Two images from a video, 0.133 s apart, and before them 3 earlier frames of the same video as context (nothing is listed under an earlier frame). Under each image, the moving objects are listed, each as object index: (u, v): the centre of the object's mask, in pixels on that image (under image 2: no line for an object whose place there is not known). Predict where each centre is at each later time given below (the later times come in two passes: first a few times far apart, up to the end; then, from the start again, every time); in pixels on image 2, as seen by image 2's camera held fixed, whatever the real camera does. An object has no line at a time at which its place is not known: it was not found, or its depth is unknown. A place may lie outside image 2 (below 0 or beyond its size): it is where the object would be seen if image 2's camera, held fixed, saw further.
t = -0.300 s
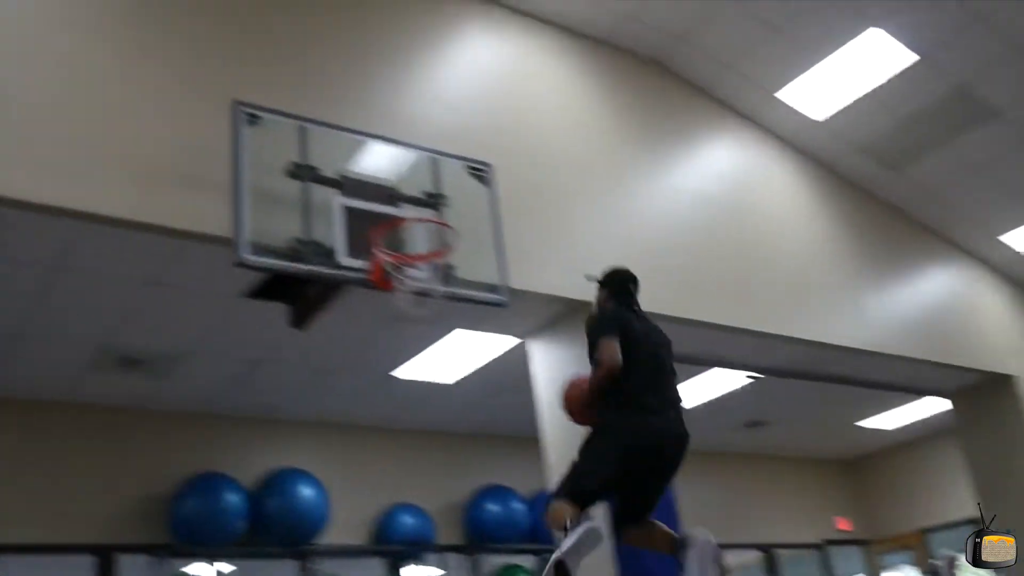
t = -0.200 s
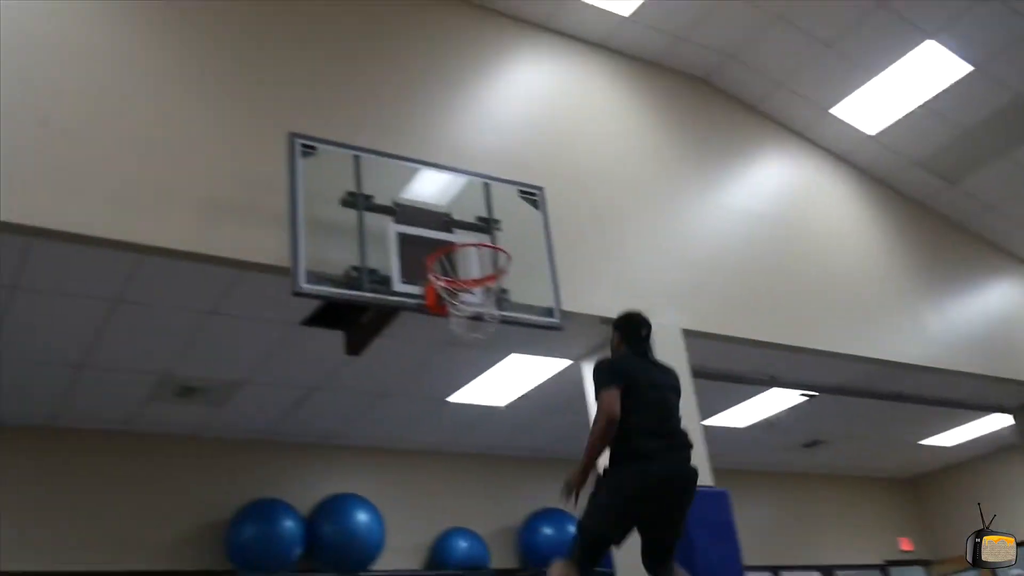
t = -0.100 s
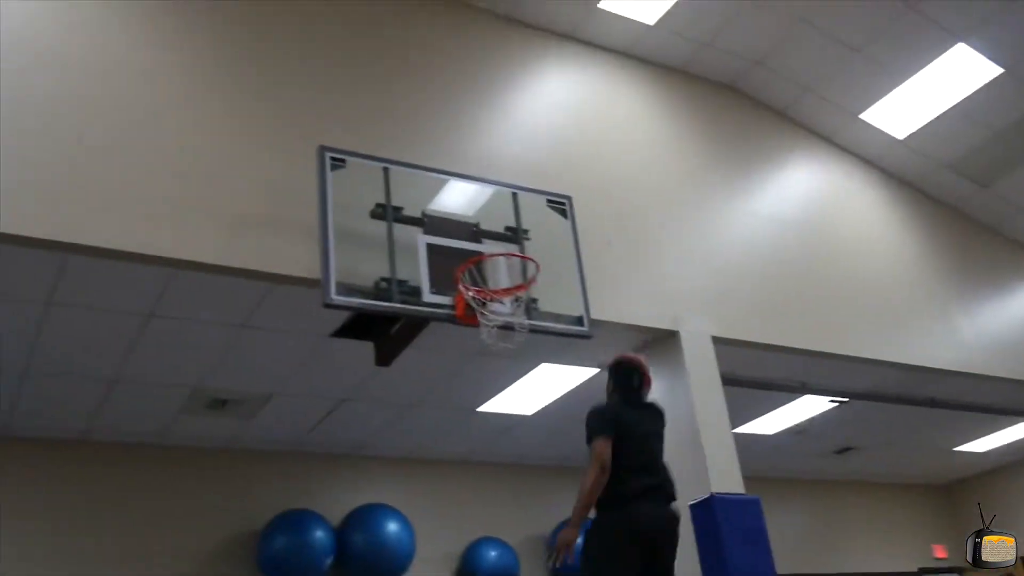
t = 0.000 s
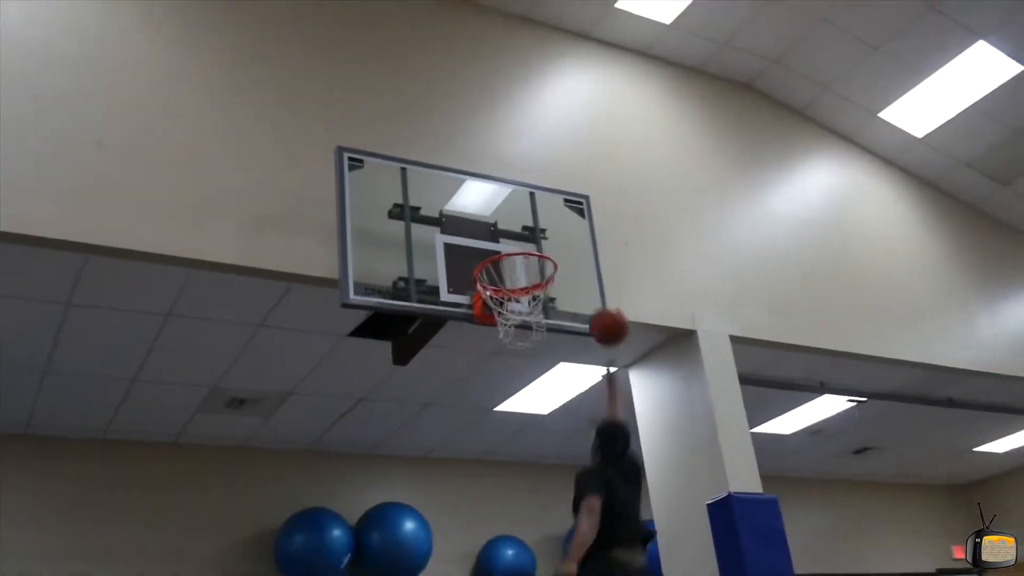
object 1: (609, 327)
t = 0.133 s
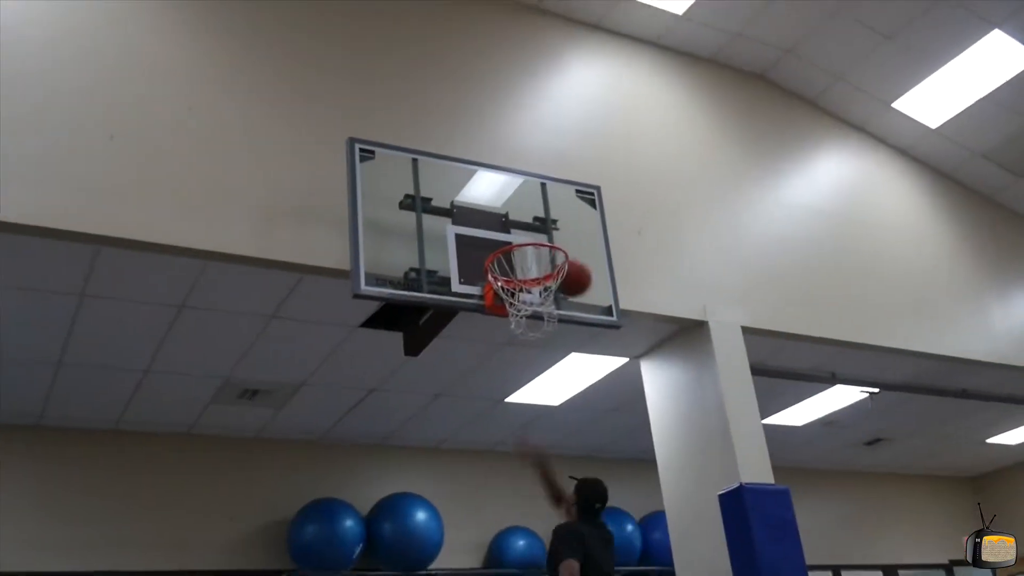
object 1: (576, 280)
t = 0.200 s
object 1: (550, 265)
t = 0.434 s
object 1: (512, 259)
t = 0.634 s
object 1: (537, 293)
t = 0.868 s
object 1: (605, 395)
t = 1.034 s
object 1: (661, 533)
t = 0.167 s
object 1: (565, 273)
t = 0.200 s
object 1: (550, 265)
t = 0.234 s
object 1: (538, 262)
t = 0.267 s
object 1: (529, 263)
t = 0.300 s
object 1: (526, 263)
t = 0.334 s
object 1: (517, 261)
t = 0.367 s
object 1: (515, 262)
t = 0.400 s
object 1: (514, 259)
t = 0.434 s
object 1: (512, 259)
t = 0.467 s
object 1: (511, 261)
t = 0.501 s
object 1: (510, 266)
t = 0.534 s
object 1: (512, 269)
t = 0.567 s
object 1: (519, 275)
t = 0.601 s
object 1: (529, 284)
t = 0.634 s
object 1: (537, 293)
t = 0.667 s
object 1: (547, 306)
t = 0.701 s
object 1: (555, 311)
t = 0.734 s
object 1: (564, 323)
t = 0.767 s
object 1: (573, 337)
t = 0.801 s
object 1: (582, 352)
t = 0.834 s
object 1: (595, 373)
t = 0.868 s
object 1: (605, 395)
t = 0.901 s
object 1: (615, 413)
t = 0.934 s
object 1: (625, 439)
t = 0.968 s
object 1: (637, 465)
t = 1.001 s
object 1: (648, 497)
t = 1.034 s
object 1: (661, 533)
